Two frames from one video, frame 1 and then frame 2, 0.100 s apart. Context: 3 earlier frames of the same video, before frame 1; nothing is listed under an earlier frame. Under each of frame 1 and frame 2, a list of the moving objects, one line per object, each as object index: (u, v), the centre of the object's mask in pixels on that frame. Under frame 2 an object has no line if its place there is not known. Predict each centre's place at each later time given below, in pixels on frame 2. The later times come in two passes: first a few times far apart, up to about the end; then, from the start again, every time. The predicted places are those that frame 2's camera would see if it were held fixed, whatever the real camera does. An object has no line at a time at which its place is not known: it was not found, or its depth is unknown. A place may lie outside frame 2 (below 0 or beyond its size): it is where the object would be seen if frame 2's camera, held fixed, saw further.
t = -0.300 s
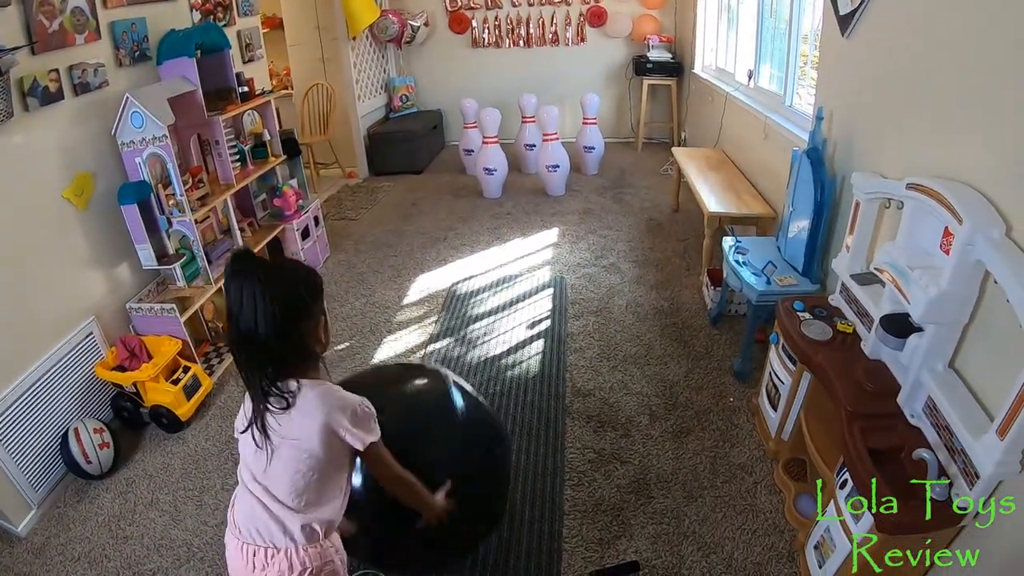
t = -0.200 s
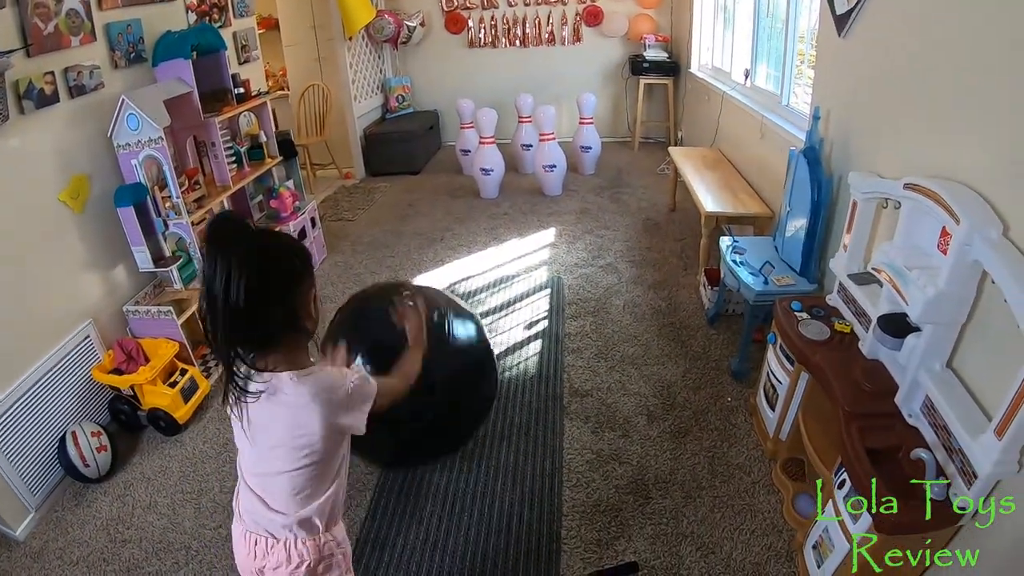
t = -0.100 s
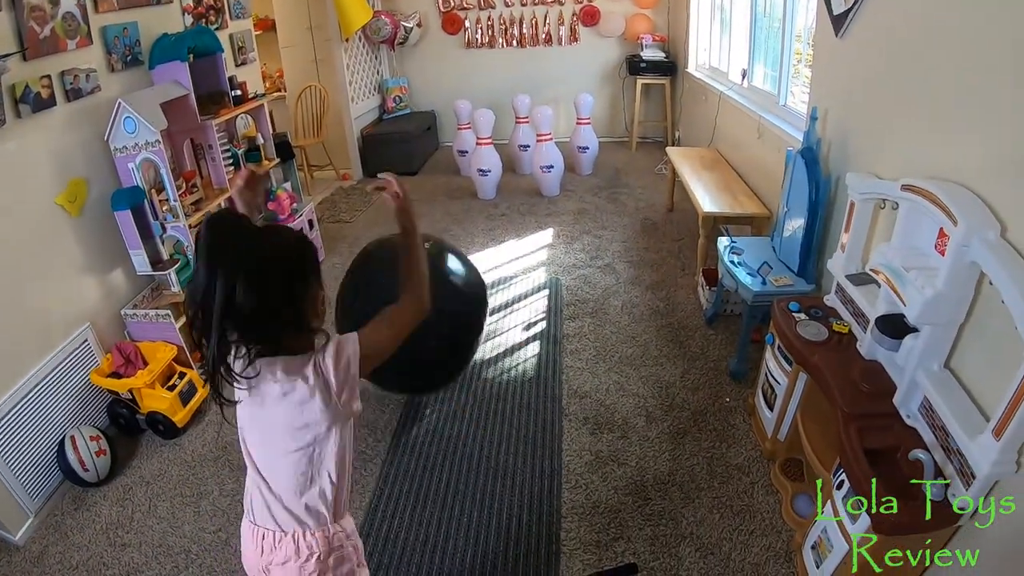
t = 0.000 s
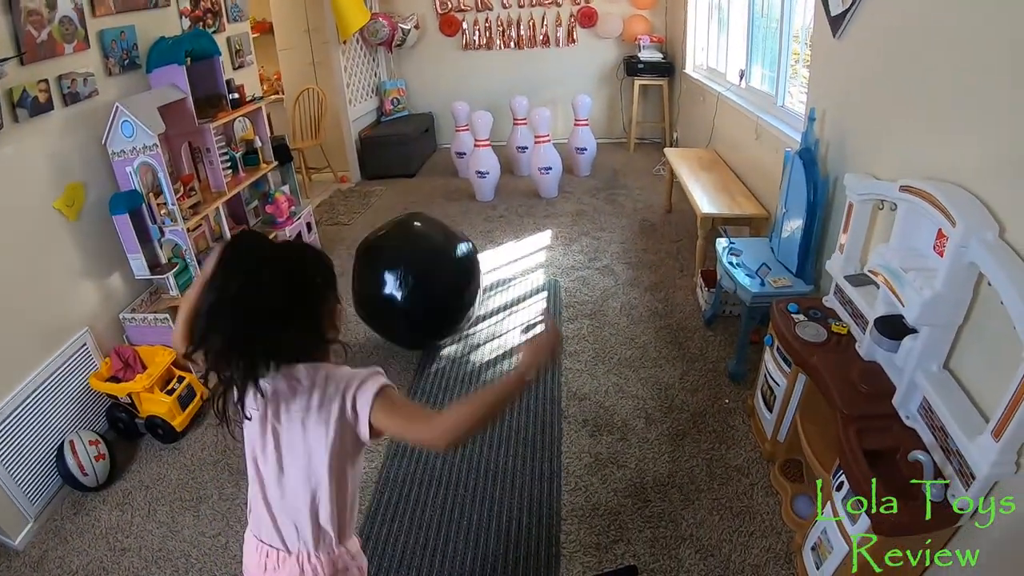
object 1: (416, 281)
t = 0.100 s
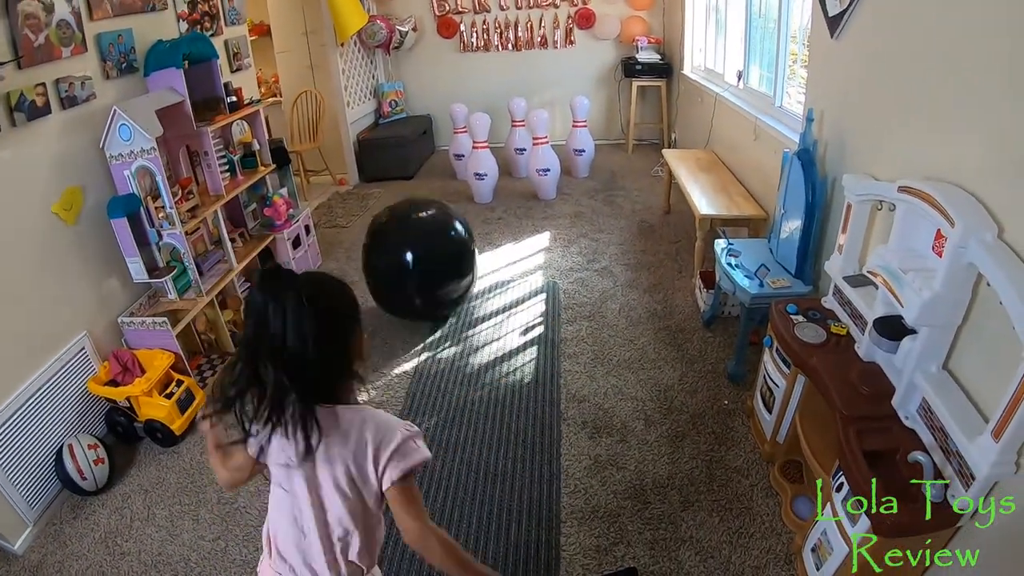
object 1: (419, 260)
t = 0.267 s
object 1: (422, 221)
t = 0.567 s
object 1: (425, 183)
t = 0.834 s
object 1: (425, 165)
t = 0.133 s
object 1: (420, 250)
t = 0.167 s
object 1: (421, 241)
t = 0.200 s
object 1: (421, 233)
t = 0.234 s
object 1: (421, 226)
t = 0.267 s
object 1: (422, 221)
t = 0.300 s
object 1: (423, 216)
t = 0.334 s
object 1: (423, 212)
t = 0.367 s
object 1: (424, 208)
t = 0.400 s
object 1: (424, 201)
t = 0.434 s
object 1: (424, 196)
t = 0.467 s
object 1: (424, 191)
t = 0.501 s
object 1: (424, 188)
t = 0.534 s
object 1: (425, 185)
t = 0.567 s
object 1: (425, 183)
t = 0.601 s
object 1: (426, 182)
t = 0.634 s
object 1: (426, 179)
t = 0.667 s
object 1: (426, 177)
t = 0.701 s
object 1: (426, 174)
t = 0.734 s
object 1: (425, 170)
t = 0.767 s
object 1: (425, 168)
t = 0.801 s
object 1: (425, 166)
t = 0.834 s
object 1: (425, 165)
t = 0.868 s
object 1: (425, 164)
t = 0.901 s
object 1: (426, 163)
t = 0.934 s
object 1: (425, 160)
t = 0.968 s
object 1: (424, 157)
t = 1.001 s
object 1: (422, 155)
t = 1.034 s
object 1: (421, 153)
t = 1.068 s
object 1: (419, 151)
